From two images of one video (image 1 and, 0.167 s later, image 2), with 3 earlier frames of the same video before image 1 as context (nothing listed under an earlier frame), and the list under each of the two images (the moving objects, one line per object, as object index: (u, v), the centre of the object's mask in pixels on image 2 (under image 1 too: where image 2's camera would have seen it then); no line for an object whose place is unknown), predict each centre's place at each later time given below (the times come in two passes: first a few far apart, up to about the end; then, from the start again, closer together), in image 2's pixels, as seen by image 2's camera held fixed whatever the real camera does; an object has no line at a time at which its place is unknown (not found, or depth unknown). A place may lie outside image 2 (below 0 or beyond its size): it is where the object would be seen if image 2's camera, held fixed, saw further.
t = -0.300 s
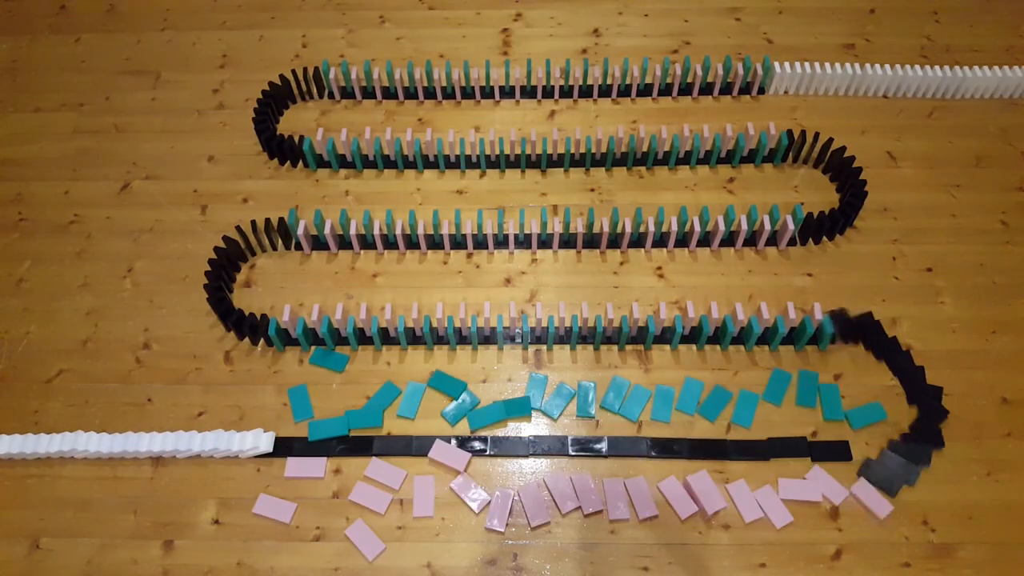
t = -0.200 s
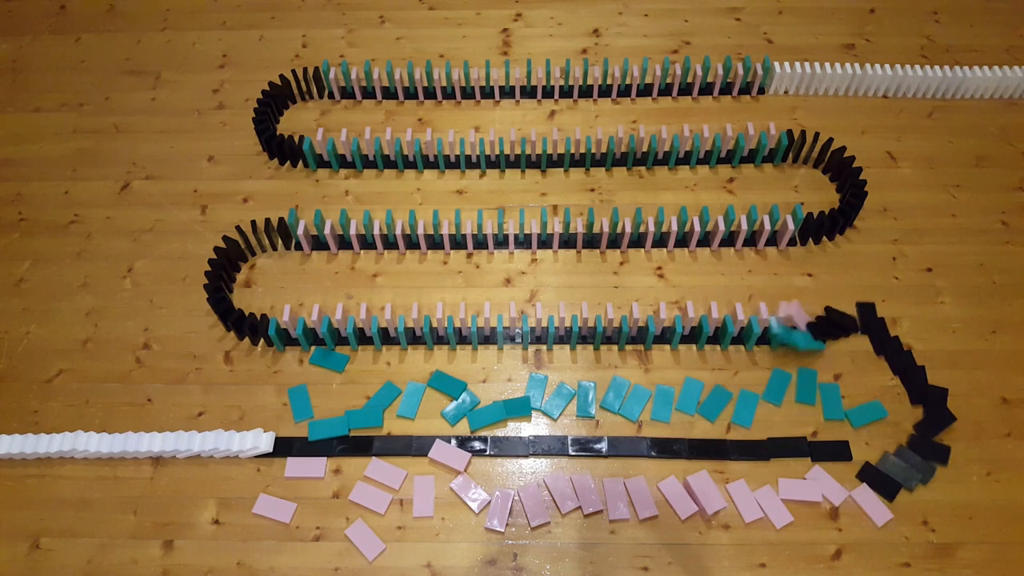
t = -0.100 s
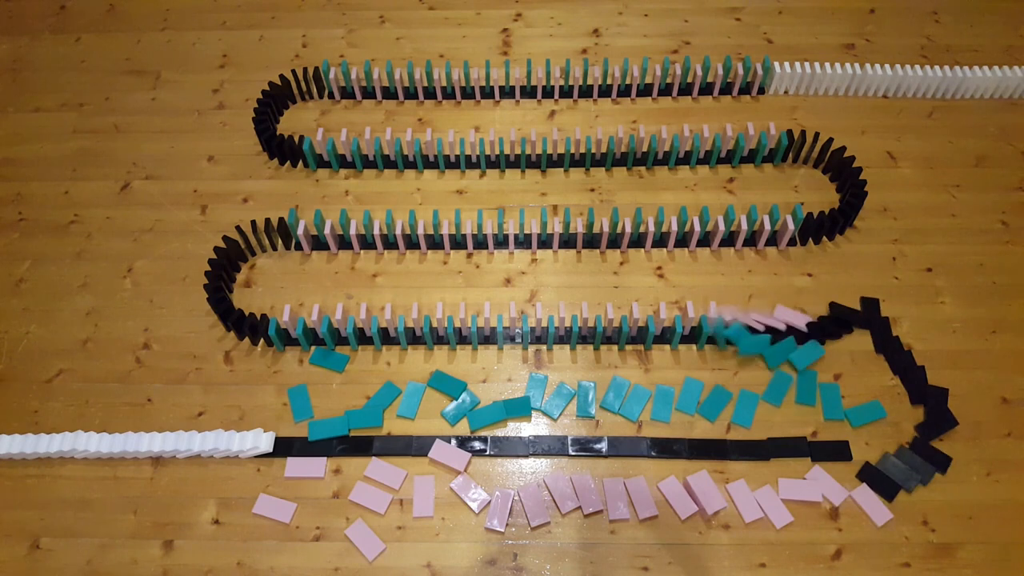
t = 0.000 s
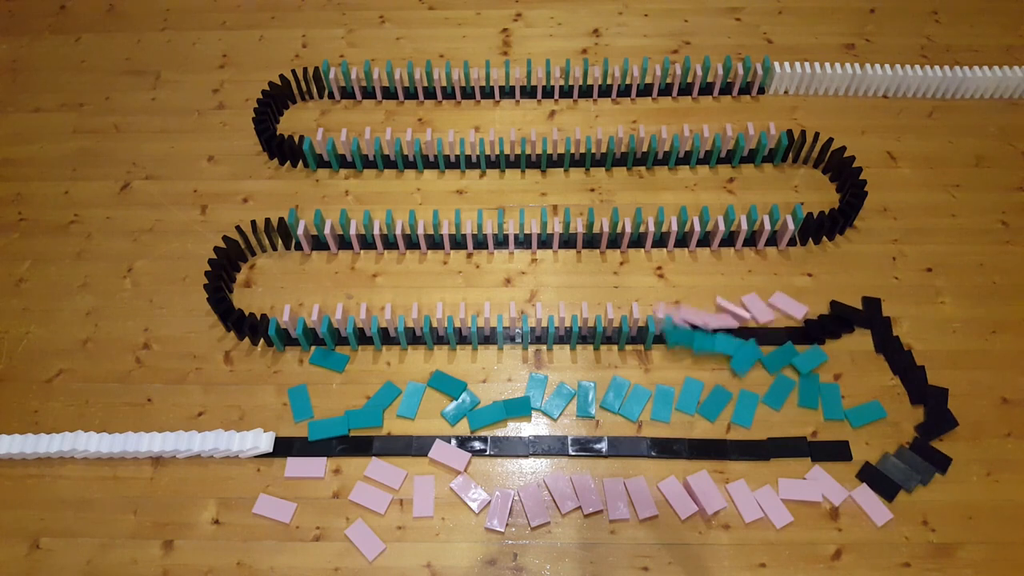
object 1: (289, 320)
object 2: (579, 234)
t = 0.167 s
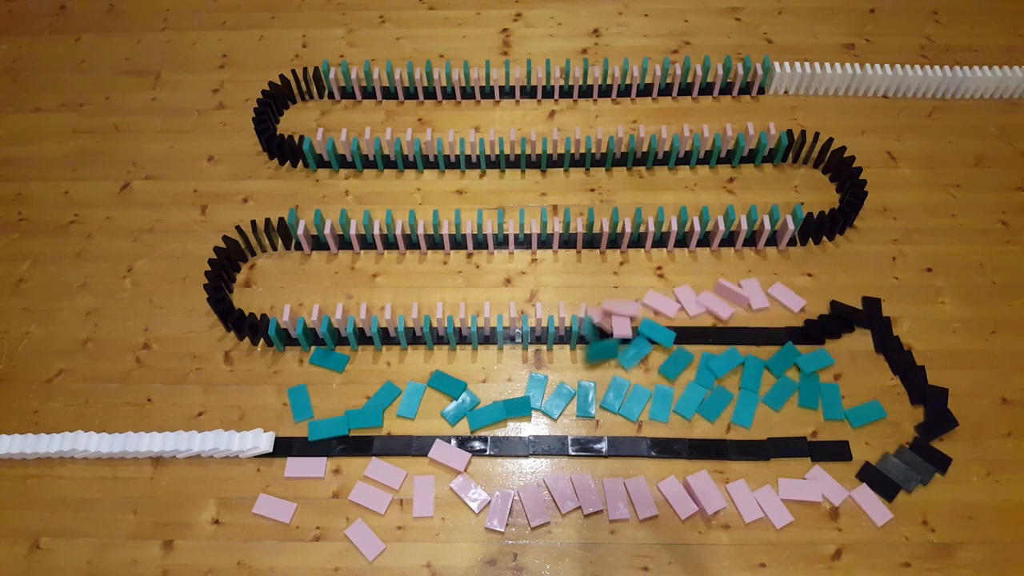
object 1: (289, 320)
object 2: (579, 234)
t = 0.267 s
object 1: (289, 320)
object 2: (579, 234)
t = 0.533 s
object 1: (289, 320)
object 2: (579, 234)
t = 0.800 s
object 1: (278, 321)
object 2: (579, 234)
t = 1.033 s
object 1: (268, 310)
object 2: (579, 234)
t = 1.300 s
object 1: (268, 311)
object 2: (579, 234)
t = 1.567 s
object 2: (579, 234)
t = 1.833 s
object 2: (596, 262)
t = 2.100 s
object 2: (597, 268)
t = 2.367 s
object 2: (596, 268)
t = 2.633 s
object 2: (596, 267)
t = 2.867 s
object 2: (596, 267)
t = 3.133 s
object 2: (596, 267)
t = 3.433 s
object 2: (596, 267)
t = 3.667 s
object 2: (596, 267)
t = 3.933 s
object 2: (596, 267)
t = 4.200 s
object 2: (597, 267)
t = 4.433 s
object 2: (596, 267)
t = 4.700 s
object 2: (596, 267)
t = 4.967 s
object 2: (597, 267)
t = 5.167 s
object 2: (596, 267)
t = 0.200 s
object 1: (289, 320)
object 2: (579, 234)
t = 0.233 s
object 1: (289, 320)
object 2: (579, 234)
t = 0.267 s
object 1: (289, 320)
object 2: (579, 234)
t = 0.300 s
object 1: (289, 320)
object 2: (579, 234)
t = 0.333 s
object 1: (289, 320)
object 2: (579, 234)
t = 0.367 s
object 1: (289, 320)
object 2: (579, 234)
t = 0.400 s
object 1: (289, 320)
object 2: (579, 234)
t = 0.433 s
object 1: (289, 320)
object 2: (579, 234)
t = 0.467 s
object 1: (289, 320)
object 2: (579, 234)
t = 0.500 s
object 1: (289, 320)
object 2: (579, 234)
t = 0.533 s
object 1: (289, 320)
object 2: (579, 234)
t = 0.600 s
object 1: (289, 320)
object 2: (579, 234)
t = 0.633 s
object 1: (289, 320)
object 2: (579, 234)
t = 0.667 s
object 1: (289, 320)
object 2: (579, 234)
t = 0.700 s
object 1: (288, 321)
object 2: (579, 234)
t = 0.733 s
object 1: (283, 315)
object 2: (579, 234)
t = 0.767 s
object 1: (279, 318)
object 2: (579, 234)
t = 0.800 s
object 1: (278, 321)
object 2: (579, 234)
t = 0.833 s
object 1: (276, 319)
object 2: (579, 234)
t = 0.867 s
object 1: (275, 318)
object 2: (579, 234)
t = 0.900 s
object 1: (273, 315)
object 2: (579, 234)
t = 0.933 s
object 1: (271, 313)
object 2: (579, 234)
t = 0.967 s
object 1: (270, 312)
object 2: (579, 234)
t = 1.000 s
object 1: (268, 311)
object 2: (579, 234)
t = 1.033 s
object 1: (268, 310)
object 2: (579, 234)
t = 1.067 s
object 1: (268, 310)
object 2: (579, 234)
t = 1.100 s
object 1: (267, 310)
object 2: (579, 234)
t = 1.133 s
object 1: (268, 310)
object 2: (579, 234)
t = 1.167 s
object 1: (268, 310)
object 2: (579, 234)
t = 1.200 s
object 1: (268, 311)
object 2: (579, 234)
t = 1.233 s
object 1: (268, 311)
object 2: (579, 234)
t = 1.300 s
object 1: (268, 311)
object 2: (579, 234)
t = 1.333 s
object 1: (268, 311)
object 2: (579, 234)
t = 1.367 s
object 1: (268, 311)
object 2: (579, 234)
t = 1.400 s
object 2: (579, 234)
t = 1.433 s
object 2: (579, 234)
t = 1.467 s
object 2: (579, 234)
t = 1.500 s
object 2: (579, 234)
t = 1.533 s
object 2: (579, 234)
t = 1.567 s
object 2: (579, 234)
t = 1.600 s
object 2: (583, 236)
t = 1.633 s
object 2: (585, 241)
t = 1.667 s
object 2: (586, 243)
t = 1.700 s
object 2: (593, 246)
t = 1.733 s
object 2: (593, 250)
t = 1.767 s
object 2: (593, 255)
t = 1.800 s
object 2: (595, 259)
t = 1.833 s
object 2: (596, 262)
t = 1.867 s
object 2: (596, 264)
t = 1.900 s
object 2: (596, 266)
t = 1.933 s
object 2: (596, 267)
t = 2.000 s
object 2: (597, 268)
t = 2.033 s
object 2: (597, 268)
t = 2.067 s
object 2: (597, 268)
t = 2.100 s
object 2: (597, 268)
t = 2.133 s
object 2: (597, 268)
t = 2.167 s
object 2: (597, 268)
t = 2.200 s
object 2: (596, 268)
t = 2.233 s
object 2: (596, 268)
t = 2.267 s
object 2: (596, 268)
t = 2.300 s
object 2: (596, 268)
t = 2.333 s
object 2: (596, 268)
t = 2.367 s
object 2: (596, 268)
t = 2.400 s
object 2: (596, 268)
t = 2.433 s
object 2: (596, 268)
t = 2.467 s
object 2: (596, 268)
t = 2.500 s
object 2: (596, 268)
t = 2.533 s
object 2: (596, 268)
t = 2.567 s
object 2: (596, 268)
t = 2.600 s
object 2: (596, 267)
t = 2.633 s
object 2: (596, 267)
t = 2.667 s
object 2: (596, 267)
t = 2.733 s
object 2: (596, 267)
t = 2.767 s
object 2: (596, 267)
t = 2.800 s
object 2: (596, 267)
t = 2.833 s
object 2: (596, 267)
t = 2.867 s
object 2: (596, 267)
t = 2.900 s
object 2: (596, 267)
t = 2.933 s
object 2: (596, 267)
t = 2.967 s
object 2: (596, 267)
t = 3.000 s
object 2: (596, 268)
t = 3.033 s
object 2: (596, 267)
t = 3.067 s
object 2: (596, 267)
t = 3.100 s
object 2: (596, 268)
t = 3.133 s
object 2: (596, 267)
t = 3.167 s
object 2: (596, 268)
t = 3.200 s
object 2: (597, 268)
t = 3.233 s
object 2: (596, 267)
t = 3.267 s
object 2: (596, 268)
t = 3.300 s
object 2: (597, 268)
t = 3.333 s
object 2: (596, 267)
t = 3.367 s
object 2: (597, 268)
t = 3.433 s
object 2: (596, 267)
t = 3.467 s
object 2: (596, 267)
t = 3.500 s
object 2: (596, 267)
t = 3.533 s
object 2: (596, 267)
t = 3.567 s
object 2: (596, 267)
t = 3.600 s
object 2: (596, 267)
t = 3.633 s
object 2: (596, 267)
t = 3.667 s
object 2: (596, 267)
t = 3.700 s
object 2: (596, 267)
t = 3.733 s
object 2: (596, 267)
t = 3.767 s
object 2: (596, 267)
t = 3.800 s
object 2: (596, 267)
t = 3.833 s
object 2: (596, 267)
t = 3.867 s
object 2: (596, 267)
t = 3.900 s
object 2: (596, 267)
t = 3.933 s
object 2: (596, 267)
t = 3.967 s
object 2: (596, 267)
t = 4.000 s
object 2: (596, 267)
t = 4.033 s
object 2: (596, 267)
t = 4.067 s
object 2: (597, 268)
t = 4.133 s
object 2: (596, 267)
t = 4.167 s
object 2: (597, 268)
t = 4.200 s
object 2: (597, 267)
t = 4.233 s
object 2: (597, 267)
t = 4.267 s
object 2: (597, 268)
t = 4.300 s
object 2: (596, 268)
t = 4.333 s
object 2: (596, 267)
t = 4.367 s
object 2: (597, 268)
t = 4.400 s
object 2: (596, 268)
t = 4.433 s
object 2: (596, 267)
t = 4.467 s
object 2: (597, 267)
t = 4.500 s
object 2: (597, 268)
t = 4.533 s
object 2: (596, 267)
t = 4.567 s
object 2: (596, 267)
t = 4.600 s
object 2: (597, 268)
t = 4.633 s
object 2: (596, 267)
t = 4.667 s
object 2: (596, 267)
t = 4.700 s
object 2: (596, 267)
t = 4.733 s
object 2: (596, 267)
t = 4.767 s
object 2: (596, 267)
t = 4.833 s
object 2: (596, 267)
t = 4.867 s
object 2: (596, 267)
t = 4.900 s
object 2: (596, 267)
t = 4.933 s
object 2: (597, 267)
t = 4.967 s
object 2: (597, 267)
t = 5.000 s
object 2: (597, 267)
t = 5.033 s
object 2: (596, 267)
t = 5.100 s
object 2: (596, 268)
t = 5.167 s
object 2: (596, 267)
